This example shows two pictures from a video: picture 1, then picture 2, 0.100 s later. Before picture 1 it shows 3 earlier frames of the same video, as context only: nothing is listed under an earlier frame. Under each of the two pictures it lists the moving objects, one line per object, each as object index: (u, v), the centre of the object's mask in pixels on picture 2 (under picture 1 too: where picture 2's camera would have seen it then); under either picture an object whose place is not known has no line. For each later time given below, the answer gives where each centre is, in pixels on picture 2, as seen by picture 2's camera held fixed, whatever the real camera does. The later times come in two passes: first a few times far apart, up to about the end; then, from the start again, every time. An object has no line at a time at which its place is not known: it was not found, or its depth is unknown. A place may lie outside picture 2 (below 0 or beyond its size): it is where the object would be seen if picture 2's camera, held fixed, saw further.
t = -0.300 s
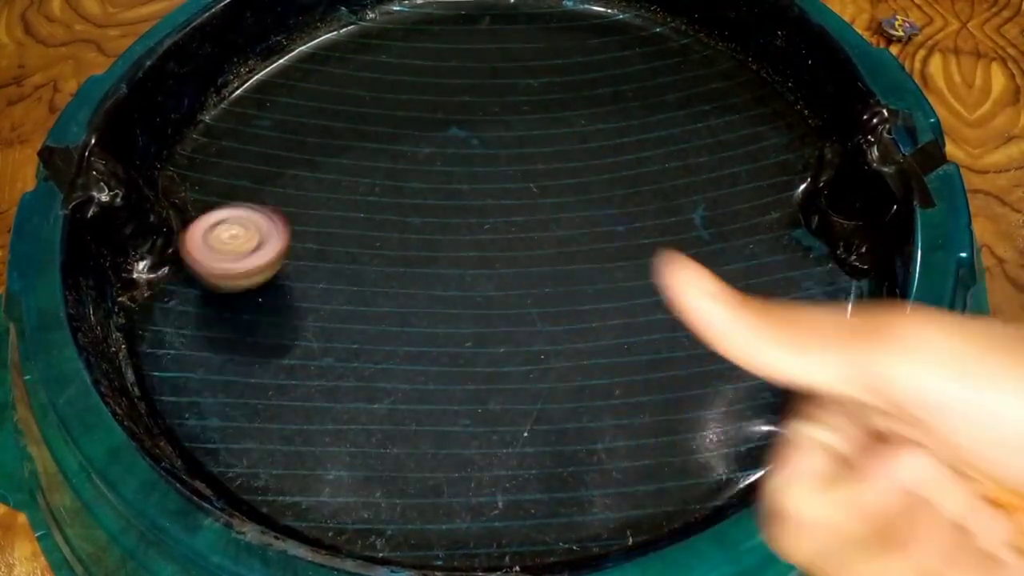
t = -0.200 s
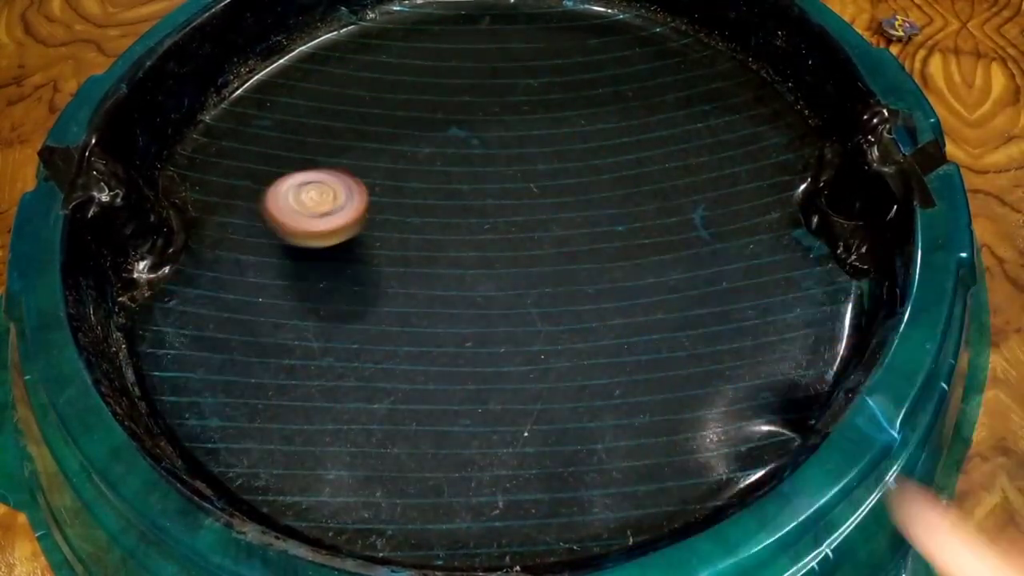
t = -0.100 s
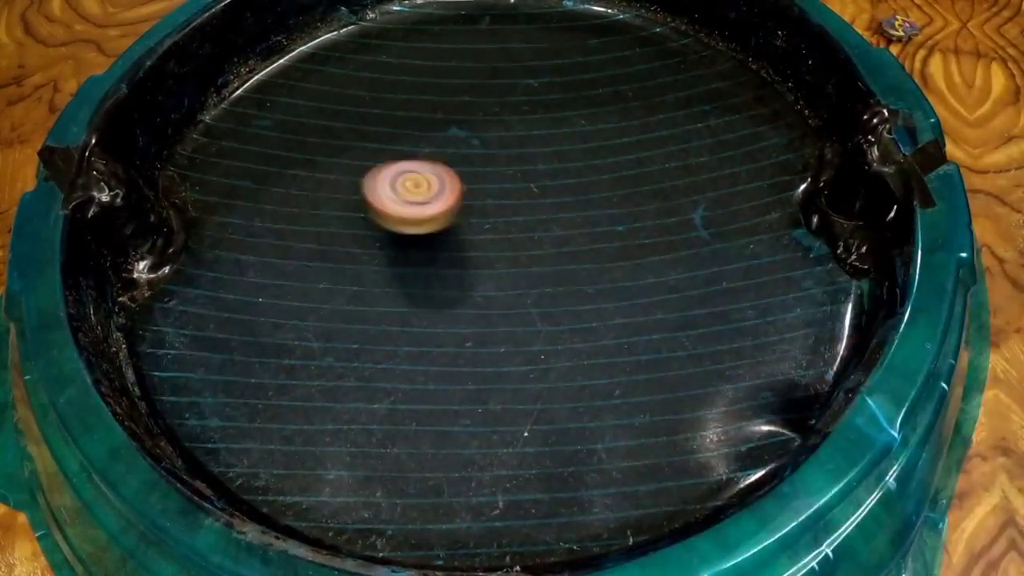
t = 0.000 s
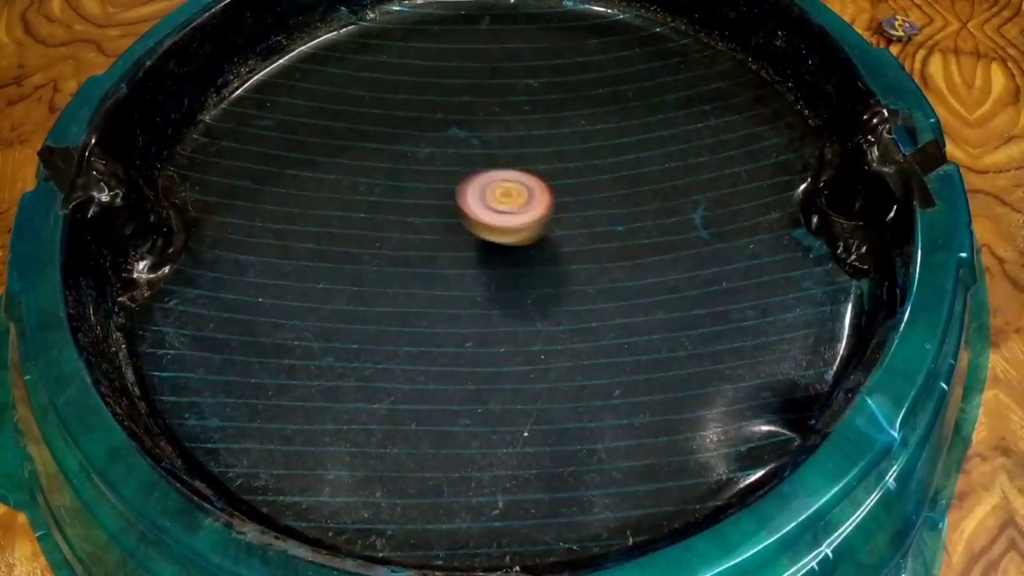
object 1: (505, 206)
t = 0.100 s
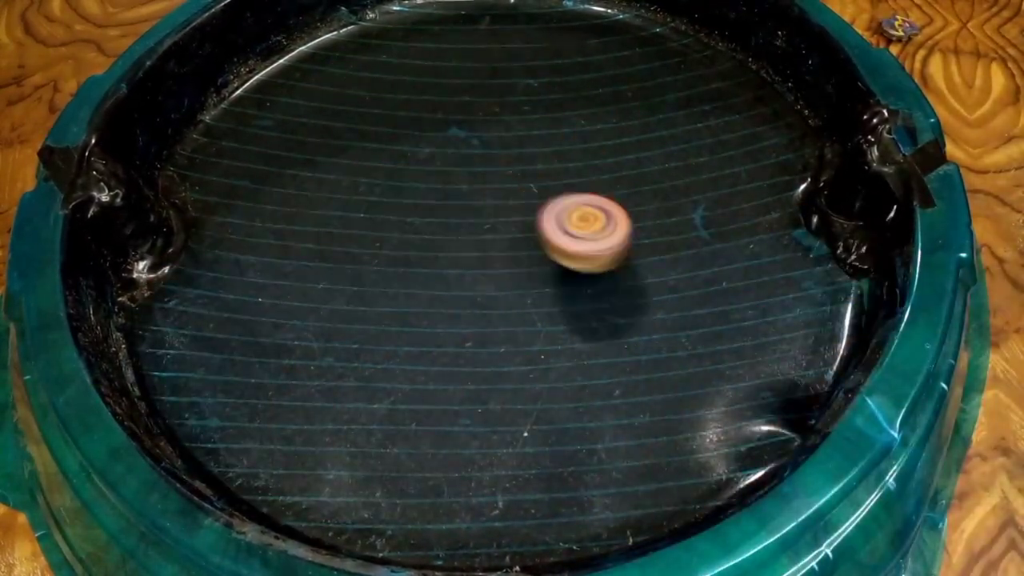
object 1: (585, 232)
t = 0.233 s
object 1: (667, 286)
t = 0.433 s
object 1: (693, 411)
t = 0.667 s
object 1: (477, 458)
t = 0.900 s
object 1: (355, 305)
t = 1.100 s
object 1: (395, 185)
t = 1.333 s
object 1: (510, 123)
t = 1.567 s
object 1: (618, 182)
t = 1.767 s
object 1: (595, 305)
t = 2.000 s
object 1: (430, 394)
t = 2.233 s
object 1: (268, 367)
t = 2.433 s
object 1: (252, 274)
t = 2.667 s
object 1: (385, 215)
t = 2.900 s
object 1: (544, 241)
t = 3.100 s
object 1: (634, 313)
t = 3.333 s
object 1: (605, 409)
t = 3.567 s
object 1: (466, 395)
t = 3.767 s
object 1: (404, 307)
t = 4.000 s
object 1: (434, 211)
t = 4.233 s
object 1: (493, 186)
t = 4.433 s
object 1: (510, 197)
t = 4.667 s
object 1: (523, 240)
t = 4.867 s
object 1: (504, 307)
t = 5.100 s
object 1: (432, 358)
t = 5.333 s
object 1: (383, 361)
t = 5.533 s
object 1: (375, 346)
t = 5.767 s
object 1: (405, 303)
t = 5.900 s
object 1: (440, 277)
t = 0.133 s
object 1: (608, 242)
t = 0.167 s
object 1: (630, 255)
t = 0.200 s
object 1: (650, 271)
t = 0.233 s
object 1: (667, 286)
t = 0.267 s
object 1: (680, 304)
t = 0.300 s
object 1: (693, 324)
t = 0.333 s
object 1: (703, 343)
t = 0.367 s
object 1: (707, 367)
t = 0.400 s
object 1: (704, 389)
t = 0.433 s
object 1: (693, 411)
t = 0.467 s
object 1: (674, 434)
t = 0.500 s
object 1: (648, 450)
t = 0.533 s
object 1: (617, 463)
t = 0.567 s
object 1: (580, 472)
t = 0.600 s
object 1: (545, 473)
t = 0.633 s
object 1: (510, 467)
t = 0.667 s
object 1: (477, 458)
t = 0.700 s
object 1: (443, 443)
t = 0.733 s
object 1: (416, 424)
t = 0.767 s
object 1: (394, 402)
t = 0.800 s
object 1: (377, 379)
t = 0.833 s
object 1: (366, 355)
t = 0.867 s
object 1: (358, 329)
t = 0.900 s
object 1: (355, 305)
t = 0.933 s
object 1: (356, 282)
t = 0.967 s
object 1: (359, 260)
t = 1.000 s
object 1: (365, 240)
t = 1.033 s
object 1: (373, 219)
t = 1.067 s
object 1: (383, 201)
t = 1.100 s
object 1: (395, 185)
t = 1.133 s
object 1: (408, 171)
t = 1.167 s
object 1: (424, 158)
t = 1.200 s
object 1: (440, 146)
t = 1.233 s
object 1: (456, 137)
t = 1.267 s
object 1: (474, 130)
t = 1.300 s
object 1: (491, 126)
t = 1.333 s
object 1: (510, 123)
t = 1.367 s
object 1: (529, 122)
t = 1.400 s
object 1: (548, 125)
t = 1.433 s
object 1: (565, 131)
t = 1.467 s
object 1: (582, 140)
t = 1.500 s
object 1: (596, 151)
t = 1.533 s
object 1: (608, 166)
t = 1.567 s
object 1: (618, 182)
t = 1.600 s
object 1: (623, 202)
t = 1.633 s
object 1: (626, 223)
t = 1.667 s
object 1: (624, 243)
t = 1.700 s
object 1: (619, 263)
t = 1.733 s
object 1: (609, 285)
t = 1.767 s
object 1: (595, 305)
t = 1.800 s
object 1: (578, 325)
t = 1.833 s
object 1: (557, 344)
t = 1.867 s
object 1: (534, 359)
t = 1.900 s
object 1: (509, 371)
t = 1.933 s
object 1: (483, 381)
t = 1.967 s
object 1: (457, 389)
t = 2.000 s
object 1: (430, 394)
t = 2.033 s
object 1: (404, 398)
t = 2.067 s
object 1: (377, 400)
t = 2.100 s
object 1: (352, 398)
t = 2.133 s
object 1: (327, 395)
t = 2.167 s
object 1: (305, 388)
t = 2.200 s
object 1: (285, 379)
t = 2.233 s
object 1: (268, 367)
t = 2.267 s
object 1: (256, 353)
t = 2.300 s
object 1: (247, 338)
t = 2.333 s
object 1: (242, 321)
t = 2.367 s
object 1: (241, 304)
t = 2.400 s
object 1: (245, 289)
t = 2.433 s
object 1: (252, 274)
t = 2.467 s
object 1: (263, 260)
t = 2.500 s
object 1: (277, 248)
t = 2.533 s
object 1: (295, 238)
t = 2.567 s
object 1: (315, 229)
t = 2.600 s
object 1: (338, 223)
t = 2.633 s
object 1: (361, 218)
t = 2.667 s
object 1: (385, 215)
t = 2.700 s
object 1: (409, 214)
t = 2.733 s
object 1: (434, 215)
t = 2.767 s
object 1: (458, 217)
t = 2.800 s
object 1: (481, 221)
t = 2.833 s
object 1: (503, 227)
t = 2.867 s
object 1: (525, 233)
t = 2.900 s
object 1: (544, 241)
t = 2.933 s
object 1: (564, 250)
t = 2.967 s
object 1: (582, 260)
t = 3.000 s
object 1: (599, 271)
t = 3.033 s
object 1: (614, 284)
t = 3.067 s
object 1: (625, 298)
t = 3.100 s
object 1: (634, 313)
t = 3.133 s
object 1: (640, 327)
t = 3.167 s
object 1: (644, 343)
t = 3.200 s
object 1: (643, 358)
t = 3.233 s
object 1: (640, 372)
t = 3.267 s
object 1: (632, 386)
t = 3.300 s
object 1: (620, 398)
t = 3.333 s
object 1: (605, 409)
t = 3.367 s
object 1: (587, 416)
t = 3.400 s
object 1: (567, 419)
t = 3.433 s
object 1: (546, 419)
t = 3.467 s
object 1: (526, 416)
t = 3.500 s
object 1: (505, 412)
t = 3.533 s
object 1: (484, 405)
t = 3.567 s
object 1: (466, 395)
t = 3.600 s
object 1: (450, 383)
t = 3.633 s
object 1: (435, 370)
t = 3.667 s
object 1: (423, 356)
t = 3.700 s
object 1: (414, 341)
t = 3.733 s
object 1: (408, 324)
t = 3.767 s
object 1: (404, 307)
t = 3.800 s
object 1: (403, 291)
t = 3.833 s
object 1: (404, 275)
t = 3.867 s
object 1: (406, 260)
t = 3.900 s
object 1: (411, 246)
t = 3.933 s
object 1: (417, 233)
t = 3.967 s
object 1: (425, 221)
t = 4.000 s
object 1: (434, 211)
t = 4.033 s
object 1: (443, 203)
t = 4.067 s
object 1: (453, 196)
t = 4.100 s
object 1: (463, 191)
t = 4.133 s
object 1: (473, 188)
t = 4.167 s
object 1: (482, 186)
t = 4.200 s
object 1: (488, 186)
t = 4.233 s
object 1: (493, 186)
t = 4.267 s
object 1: (496, 186)
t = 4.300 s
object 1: (499, 188)
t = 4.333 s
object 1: (502, 189)
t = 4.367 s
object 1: (505, 191)
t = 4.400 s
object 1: (507, 194)
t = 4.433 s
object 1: (510, 197)
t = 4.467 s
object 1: (512, 200)
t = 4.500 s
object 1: (514, 204)
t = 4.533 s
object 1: (516, 209)
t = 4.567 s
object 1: (518, 215)
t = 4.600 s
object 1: (520, 222)
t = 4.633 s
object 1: (522, 231)
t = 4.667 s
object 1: (523, 240)
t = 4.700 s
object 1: (522, 250)
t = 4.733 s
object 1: (521, 260)
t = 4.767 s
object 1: (519, 272)
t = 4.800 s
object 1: (516, 283)
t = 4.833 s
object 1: (511, 295)
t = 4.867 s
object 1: (504, 307)
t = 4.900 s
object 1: (495, 316)
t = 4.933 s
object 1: (486, 325)
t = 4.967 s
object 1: (476, 334)
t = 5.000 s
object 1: (465, 343)
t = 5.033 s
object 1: (454, 349)
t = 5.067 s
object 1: (443, 354)
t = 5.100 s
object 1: (432, 358)
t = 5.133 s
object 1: (422, 361)
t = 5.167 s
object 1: (413, 364)
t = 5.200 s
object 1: (404, 365)
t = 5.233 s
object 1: (397, 365)
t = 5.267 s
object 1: (391, 363)
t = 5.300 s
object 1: (387, 362)
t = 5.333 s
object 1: (383, 361)
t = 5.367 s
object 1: (380, 360)
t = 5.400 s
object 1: (378, 358)
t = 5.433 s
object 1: (377, 356)
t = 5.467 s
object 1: (376, 353)
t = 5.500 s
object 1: (375, 351)
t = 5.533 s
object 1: (375, 346)
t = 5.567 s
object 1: (377, 341)
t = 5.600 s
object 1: (379, 335)
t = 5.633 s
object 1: (382, 330)
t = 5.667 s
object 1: (386, 323)
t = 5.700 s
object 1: (392, 316)
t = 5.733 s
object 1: (398, 309)
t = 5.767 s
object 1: (405, 303)
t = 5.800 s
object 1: (413, 295)
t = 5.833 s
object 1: (422, 289)
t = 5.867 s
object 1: (431, 282)
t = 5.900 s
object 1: (440, 277)
